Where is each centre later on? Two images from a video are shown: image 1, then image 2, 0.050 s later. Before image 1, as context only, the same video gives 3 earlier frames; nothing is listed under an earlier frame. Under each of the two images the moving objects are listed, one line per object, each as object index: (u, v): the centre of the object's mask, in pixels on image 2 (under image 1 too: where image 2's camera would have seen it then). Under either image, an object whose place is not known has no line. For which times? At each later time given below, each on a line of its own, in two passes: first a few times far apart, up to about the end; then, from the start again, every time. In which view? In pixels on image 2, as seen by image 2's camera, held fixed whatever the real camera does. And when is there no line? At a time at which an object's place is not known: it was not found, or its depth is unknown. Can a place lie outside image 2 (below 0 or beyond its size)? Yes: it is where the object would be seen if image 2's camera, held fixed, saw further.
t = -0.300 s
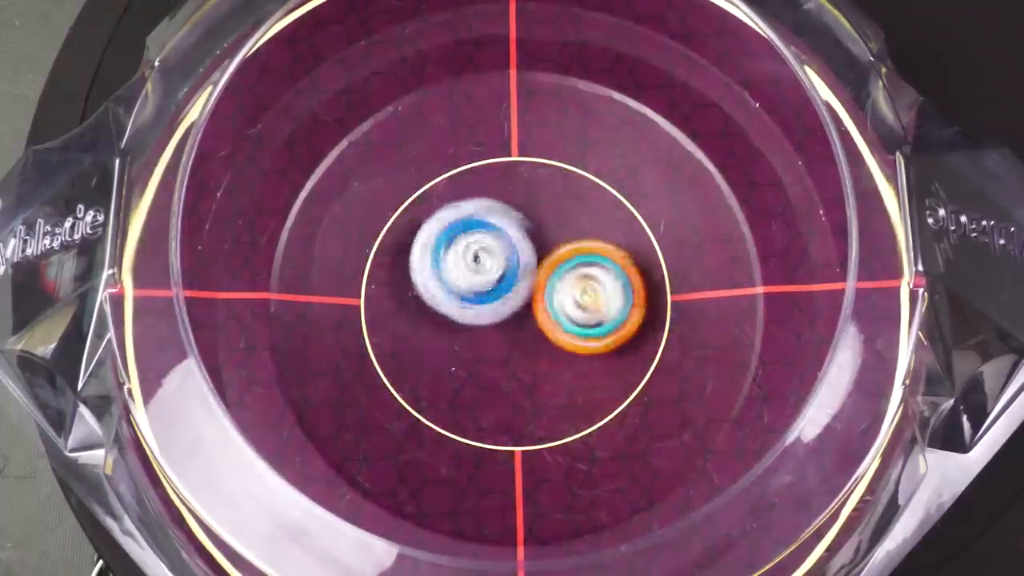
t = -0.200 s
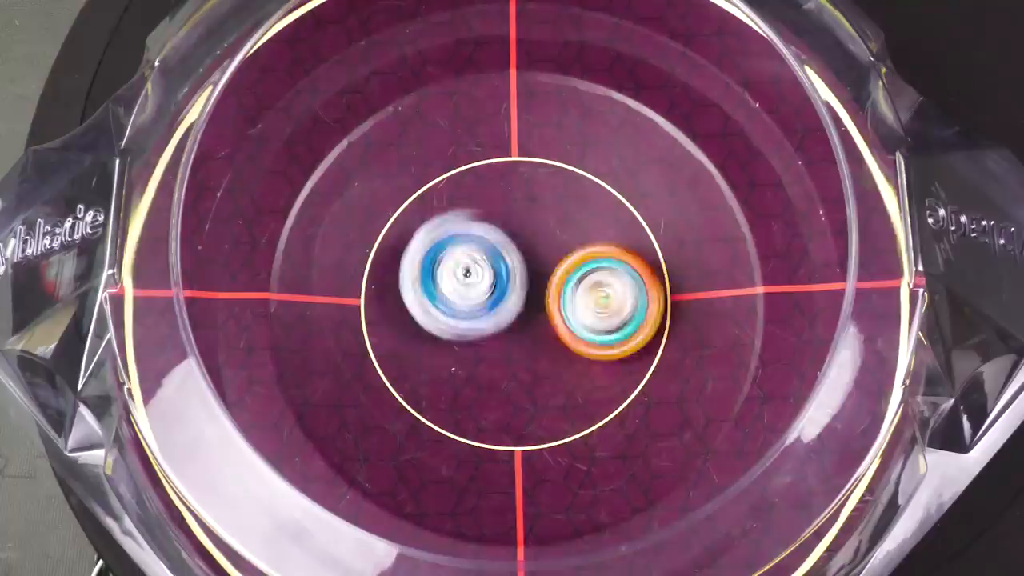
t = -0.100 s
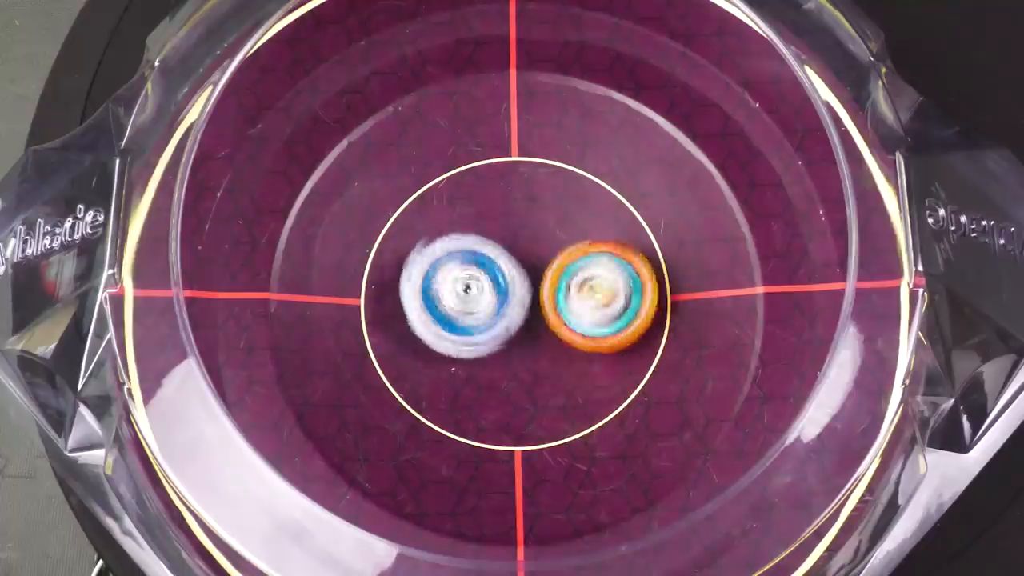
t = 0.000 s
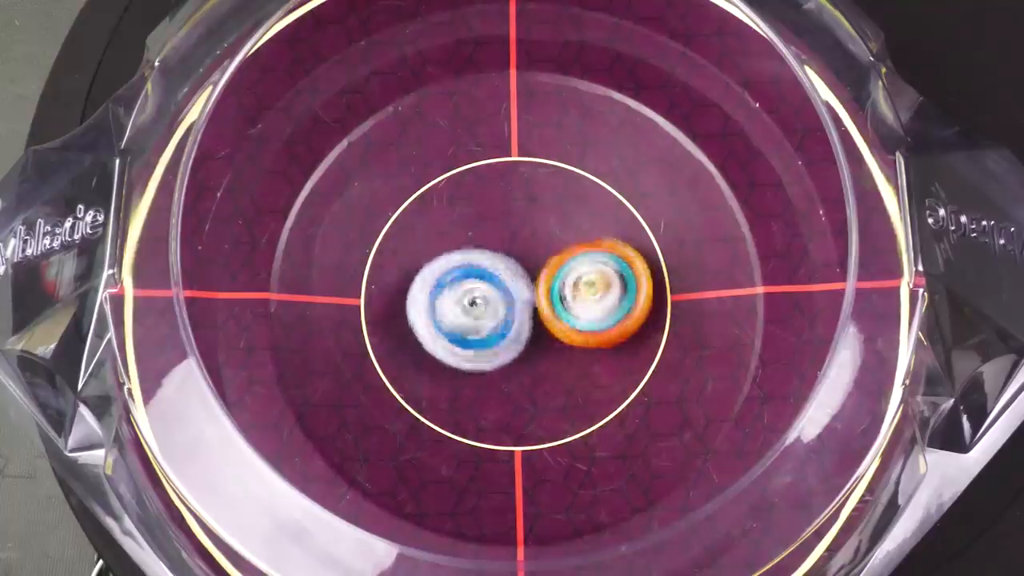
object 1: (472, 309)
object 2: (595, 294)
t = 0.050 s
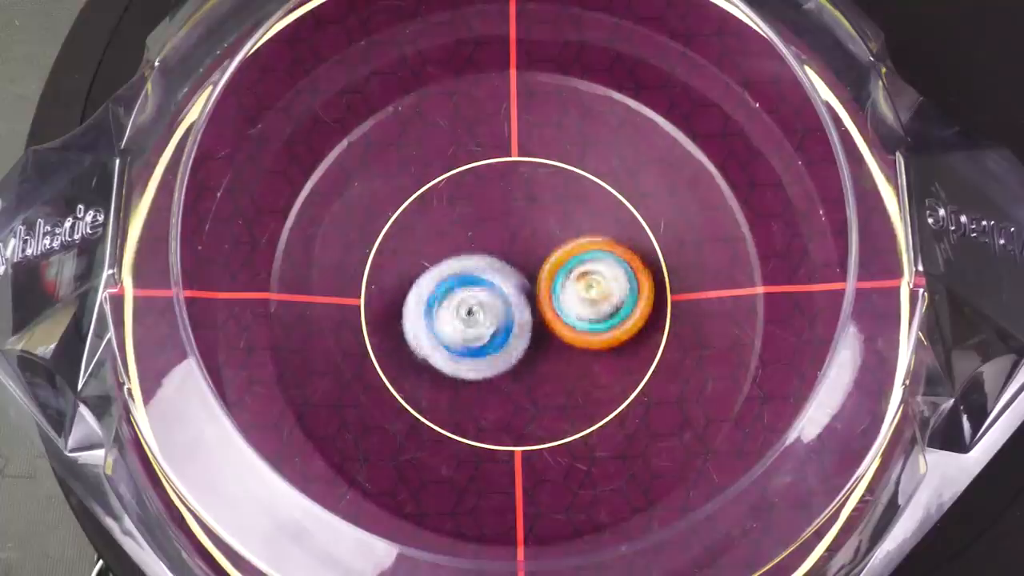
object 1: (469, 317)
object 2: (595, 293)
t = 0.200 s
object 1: (464, 324)
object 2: (583, 287)
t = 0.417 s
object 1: (466, 323)
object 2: (586, 270)
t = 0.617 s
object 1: (471, 321)
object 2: (577, 252)
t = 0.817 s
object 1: (476, 320)
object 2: (574, 247)
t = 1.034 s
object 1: (481, 323)
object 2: (570, 242)
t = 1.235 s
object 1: (477, 339)
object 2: (581, 230)
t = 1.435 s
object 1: (478, 320)
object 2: (558, 244)
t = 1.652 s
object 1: (448, 330)
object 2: (549, 273)
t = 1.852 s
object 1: (418, 327)
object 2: (545, 302)
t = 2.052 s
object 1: (431, 323)
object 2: (554, 299)
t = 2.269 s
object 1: (466, 329)
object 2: (575, 285)
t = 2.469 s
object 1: (485, 325)
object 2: (578, 277)
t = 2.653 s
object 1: (484, 323)
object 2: (575, 275)
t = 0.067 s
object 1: (465, 321)
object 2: (595, 293)
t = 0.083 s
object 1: (467, 322)
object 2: (593, 293)
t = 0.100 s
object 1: (464, 321)
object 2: (592, 292)
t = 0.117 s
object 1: (462, 325)
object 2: (590, 292)
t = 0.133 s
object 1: (465, 324)
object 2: (588, 291)
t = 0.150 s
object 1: (462, 325)
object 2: (586, 291)
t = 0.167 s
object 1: (465, 327)
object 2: (584, 289)
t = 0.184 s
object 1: (466, 323)
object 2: (584, 288)
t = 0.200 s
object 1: (464, 324)
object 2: (583, 287)
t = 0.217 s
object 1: (466, 326)
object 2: (586, 286)
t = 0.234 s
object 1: (465, 325)
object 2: (584, 285)
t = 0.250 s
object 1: (466, 326)
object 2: (585, 284)
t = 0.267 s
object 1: (468, 324)
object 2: (585, 284)
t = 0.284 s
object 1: (463, 323)
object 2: (585, 282)
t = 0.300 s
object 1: (464, 326)
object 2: (585, 282)
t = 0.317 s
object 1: (467, 323)
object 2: (583, 280)
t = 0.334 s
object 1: (465, 322)
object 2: (583, 280)
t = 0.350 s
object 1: (467, 324)
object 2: (581, 279)
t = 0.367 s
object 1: (469, 320)
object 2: (581, 277)
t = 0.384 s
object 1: (467, 319)
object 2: (580, 275)
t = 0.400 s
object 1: (467, 322)
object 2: (584, 273)
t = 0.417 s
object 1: (466, 323)
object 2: (586, 270)
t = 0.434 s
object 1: (464, 326)
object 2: (588, 267)
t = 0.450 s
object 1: (466, 327)
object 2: (589, 264)
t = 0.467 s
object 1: (466, 323)
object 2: (587, 261)
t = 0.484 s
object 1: (462, 324)
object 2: (588, 259)
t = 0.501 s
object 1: (463, 326)
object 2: (587, 259)
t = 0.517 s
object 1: (465, 324)
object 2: (585, 258)
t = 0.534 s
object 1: (462, 323)
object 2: (584, 257)
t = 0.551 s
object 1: (463, 325)
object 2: (583, 256)
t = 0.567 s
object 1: (467, 323)
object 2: (582, 256)
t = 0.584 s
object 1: (465, 320)
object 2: (580, 255)
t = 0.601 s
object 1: (466, 322)
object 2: (578, 254)
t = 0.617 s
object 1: (471, 321)
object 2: (577, 252)
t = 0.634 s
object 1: (472, 318)
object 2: (577, 252)
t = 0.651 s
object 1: (474, 319)
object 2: (576, 252)
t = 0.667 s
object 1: (476, 319)
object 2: (579, 250)
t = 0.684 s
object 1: (472, 320)
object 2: (581, 248)
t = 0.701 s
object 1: (472, 323)
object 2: (583, 247)
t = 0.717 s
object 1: (475, 322)
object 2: (584, 247)
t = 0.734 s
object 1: (473, 319)
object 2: (582, 248)
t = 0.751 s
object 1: (471, 320)
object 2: (580, 248)
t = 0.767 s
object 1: (474, 321)
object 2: (578, 248)
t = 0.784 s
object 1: (474, 319)
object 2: (576, 247)
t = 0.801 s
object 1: (473, 320)
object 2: (575, 248)
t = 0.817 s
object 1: (476, 320)
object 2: (574, 247)
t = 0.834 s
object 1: (477, 317)
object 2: (574, 247)
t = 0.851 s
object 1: (475, 319)
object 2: (573, 247)
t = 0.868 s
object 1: (476, 323)
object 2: (578, 242)
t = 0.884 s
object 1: (476, 322)
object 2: (580, 241)
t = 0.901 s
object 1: (472, 323)
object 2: (581, 239)
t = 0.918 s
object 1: (474, 325)
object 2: (581, 240)
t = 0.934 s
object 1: (477, 324)
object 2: (580, 241)
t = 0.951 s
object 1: (475, 322)
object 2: (577, 242)
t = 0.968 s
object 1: (476, 325)
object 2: (575, 242)
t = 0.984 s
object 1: (481, 324)
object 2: (573, 242)
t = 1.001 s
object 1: (481, 320)
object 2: (571, 243)
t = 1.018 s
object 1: (479, 321)
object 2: (570, 243)
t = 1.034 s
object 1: (481, 323)
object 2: (570, 242)
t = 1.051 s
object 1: (481, 322)
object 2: (572, 242)
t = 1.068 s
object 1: (480, 324)
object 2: (572, 244)
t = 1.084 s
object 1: (482, 326)
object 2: (571, 244)
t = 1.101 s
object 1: (480, 329)
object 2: (576, 240)
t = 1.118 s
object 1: (474, 333)
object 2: (579, 235)
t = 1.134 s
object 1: (471, 339)
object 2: (582, 231)
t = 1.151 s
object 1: (472, 343)
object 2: (583, 228)
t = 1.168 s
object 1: (473, 343)
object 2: (584, 227)
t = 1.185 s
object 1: (472, 343)
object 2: (584, 227)
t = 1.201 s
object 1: (473, 345)
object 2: (584, 228)
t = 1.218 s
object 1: (477, 344)
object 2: (582, 230)
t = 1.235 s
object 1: (477, 339)
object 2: (581, 230)
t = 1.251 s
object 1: (474, 337)
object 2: (579, 231)
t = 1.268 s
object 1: (474, 338)
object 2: (577, 231)
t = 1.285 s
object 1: (479, 338)
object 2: (575, 232)
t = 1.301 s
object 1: (479, 333)
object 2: (573, 233)
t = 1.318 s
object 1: (476, 332)
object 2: (572, 234)
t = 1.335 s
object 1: (475, 333)
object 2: (570, 235)
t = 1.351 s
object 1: (479, 331)
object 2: (568, 236)
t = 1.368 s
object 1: (481, 326)
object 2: (566, 236)
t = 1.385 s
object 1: (476, 325)
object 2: (564, 238)
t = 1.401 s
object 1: (474, 327)
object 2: (562, 240)
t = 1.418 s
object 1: (477, 326)
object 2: (560, 241)
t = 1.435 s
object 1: (478, 320)
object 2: (558, 244)
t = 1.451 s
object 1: (474, 319)
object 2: (555, 247)
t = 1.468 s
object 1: (471, 324)
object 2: (554, 248)
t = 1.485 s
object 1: (471, 326)
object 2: (554, 250)
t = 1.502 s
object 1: (470, 326)
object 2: (552, 254)
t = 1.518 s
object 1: (468, 325)
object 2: (551, 256)
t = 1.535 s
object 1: (463, 327)
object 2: (553, 258)
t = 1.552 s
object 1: (460, 328)
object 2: (554, 262)
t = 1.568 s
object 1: (458, 328)
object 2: (553, 264)
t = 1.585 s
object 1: (456, 327)
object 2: (553, 266)
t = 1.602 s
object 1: (454, 327)
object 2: (552, 268)
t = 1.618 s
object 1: (453, 326)
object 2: (550, 270)
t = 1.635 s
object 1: (451, 327)
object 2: (547, 272)
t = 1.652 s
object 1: (448, 330)
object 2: (549, 273)
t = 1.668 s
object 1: (443, 328)
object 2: (549, 276)
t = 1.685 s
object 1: (438, 328)
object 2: (547, 279)
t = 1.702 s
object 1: (433, 328)
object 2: (546, 281)
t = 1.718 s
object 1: (430, 329)
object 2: (545, 283)
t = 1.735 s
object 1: (428, 329)
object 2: (543, 286)
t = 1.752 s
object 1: (427, 326)
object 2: (541, 290)
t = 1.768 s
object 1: (427, 323)
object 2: (539, 293)
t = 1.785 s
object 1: (427, 321)
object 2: (539, 295)
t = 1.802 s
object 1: (427, 320)
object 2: (539, 298)
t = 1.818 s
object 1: (424, 322)
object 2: (537, 300)
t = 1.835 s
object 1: (420, 325)
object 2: (540, 301)
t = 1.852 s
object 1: (418, 327)
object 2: (545, 302)
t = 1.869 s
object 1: (417, 328)
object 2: (548, 305)
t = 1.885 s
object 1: (418, 328)
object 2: (547, 307)
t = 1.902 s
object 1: (420, 328)
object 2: (545, 308)
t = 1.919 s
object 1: (423, 326)
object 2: (544, 308)
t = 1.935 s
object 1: (425, 324)
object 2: (542, 309)
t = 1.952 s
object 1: (427, 322)
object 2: (539, 308)
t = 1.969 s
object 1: (429, 320)
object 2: (537, 307)
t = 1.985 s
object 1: (429, 318)
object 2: (538, 306)
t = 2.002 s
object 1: (429, 319)
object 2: (543, 304)
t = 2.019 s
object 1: (429, 321)
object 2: (547, 302)
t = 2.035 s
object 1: (430, 322)
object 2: (551, 300)
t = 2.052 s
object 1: (431, 323)
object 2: (554, 299)
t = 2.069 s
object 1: (433, 324)
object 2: (558, 299)
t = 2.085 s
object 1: (436, 324)
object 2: (559, 299)
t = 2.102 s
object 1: (440, 325)
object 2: (557, 299)
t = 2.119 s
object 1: (442, 325)
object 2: (560, 299)
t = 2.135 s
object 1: (443, 325)
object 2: (565, 298)
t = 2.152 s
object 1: (445, 326)
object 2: (569, 297)
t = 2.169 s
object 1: (448, 327)
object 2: (571, 297)
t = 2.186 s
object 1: (451, 327)
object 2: (572, 296)
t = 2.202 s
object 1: (454, 328)
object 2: (573, 294)
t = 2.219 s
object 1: (456, 328)
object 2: (574, 291)
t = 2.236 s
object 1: (459, 328)
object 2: (574, 288)
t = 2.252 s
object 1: (462, 328)
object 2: (575, 286)
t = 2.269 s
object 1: (466, 329)
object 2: (575, 285)
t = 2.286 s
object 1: (469, 329)
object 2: (575, 285)
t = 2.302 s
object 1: (473, 329)
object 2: (574, 283)
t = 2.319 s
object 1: (476, 329)
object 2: (573, 282)
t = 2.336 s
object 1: (478, 330)
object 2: (573, 281)
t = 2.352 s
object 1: (480, 330)
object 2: (574, 280)
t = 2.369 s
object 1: (482, 329)
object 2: (575, 279)
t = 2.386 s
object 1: (483, 328)
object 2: (576, 279)
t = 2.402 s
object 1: (484, 327)
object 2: (577, 279)
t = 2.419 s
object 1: (485, 326)
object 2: (577, 278)
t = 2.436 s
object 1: (485, 326)
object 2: (578, 278)
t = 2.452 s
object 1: (485, 325)
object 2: (578, 277)
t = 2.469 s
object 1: (485, 325)
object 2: (578, 277)
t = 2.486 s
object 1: (484, 326)
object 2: (579, 277)
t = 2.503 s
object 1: (484, 326)
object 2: (580, 276)
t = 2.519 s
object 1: (484, 327)
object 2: (580, 276)
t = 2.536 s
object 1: (484, 326)
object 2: (580, 275)
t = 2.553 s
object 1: (484, 326)
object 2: (578, 274)
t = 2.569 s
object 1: (484, 325)
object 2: (577, 274)
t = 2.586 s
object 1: (484, 325)
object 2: (577, 274)
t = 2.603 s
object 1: (484, 324)
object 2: (577, 273)
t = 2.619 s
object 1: (485, 324)
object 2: (576, 274)
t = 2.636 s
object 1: (485, 324)
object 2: (575, 274)
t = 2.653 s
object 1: (484, 323)
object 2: (575, 275)
